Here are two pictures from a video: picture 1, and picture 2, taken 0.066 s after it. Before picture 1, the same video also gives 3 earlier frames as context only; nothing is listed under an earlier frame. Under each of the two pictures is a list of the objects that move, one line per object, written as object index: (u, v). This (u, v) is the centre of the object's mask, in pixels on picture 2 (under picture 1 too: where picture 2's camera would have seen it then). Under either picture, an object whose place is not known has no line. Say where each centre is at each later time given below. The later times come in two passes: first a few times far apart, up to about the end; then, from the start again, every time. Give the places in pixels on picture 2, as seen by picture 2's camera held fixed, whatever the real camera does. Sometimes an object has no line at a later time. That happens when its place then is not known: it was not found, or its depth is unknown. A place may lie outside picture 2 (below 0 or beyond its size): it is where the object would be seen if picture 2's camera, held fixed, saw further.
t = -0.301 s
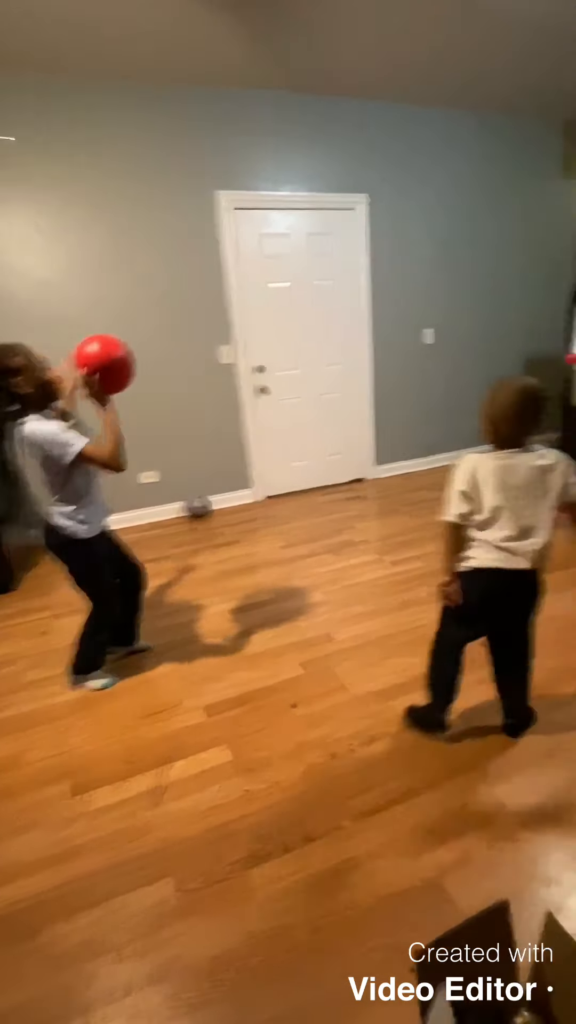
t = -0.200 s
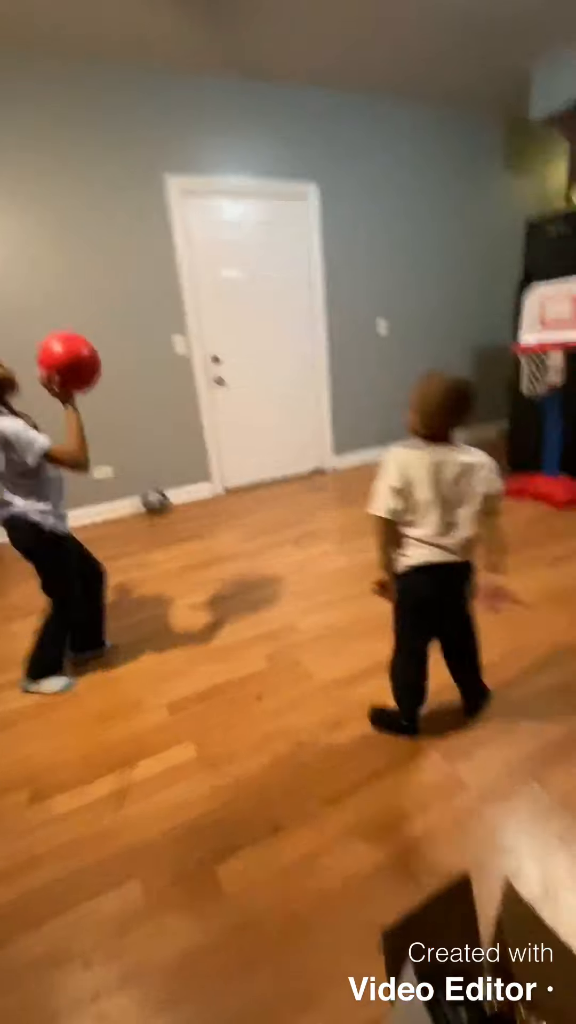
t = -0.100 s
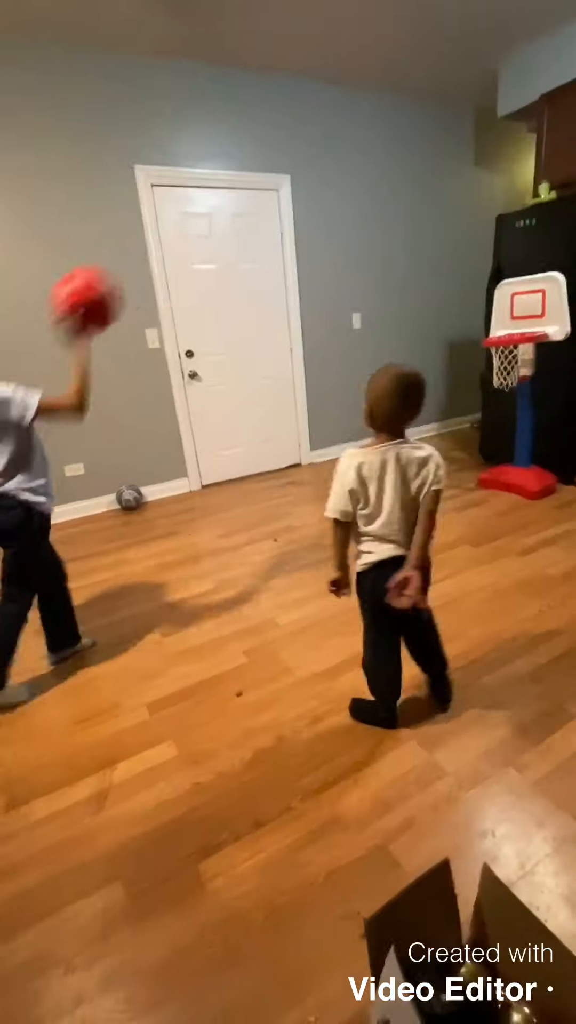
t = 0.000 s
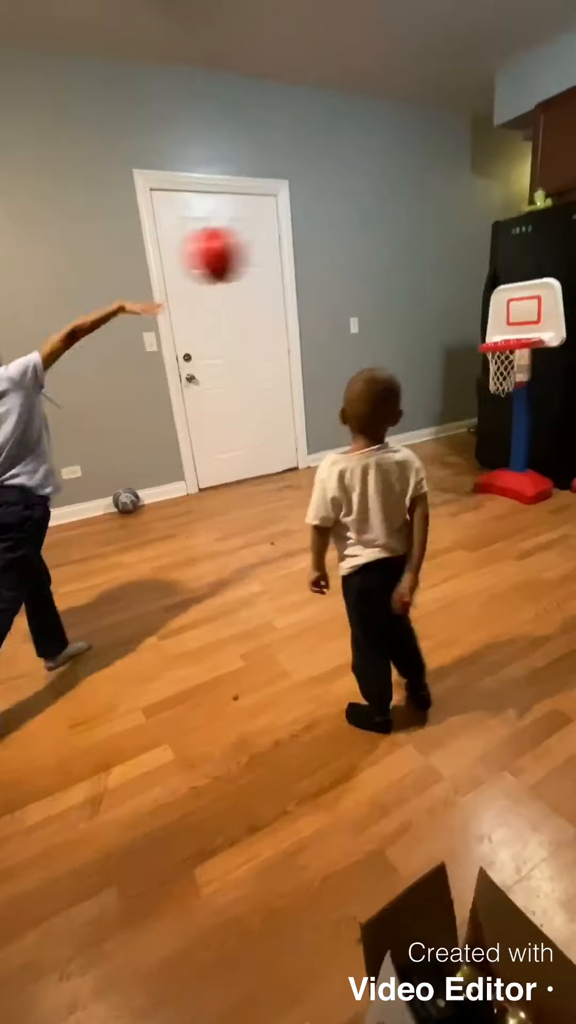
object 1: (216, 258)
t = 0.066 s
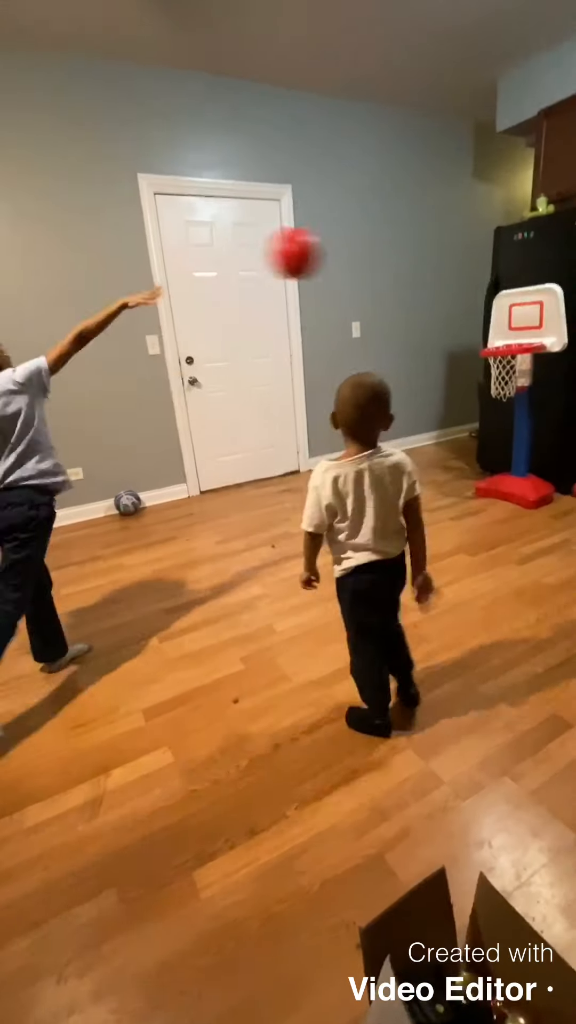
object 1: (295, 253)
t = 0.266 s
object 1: (447, 295)
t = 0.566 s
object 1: (512, 373)
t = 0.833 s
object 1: (495, 464)
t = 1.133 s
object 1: (480, 447)
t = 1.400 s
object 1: (461, 490)
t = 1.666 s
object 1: (449, 477)
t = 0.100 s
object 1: (327, 255)
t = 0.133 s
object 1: (357, 260)
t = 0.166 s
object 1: (382, 266)
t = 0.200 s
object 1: (406, 274)
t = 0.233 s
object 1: (427, 284)
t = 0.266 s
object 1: (447, 295)
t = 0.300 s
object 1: (465, 307)
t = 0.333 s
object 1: (481, 321)
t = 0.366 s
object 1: (495, 335)
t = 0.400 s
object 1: (506, 338)
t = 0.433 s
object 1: (514, 343)
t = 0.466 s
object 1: (517, 362)
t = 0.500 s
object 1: (521, 365)
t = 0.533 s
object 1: (513, 367)
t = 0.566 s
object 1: (512, 373)
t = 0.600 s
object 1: (510, 378)
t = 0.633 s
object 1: (508, 388)
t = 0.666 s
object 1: (507, 398)
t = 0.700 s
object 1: (504, 407)
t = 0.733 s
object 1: (502, 418)
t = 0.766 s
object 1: (500, 433)
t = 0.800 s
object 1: (497, 449)
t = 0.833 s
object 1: (495, 464)
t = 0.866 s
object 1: (492, 483)
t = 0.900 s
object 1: (489, 496)
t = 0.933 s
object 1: (489, 485)
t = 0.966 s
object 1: (487, 474)
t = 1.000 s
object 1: (486, 465)
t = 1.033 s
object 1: (485, 460)
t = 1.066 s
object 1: (482, 455)
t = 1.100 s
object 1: (481, 451)
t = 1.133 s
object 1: (480, 447)
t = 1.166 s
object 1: (478, 447)
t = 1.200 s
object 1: (475, 449)
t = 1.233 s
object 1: (473, 451)
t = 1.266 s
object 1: (471, 456)
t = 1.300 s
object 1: (469, 462)
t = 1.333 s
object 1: (466, 469)
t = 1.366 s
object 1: (464, 477)
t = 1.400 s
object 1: (461, 490)
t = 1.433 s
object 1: (459, 487)
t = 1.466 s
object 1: (458, 478)
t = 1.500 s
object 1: (457, 475)
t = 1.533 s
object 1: (456, 472)
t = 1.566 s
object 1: (454, 471)
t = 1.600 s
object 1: (453, 472)
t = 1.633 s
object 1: (452, 474)
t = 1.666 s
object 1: (449, 477)
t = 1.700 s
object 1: (447, 485)
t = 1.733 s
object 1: (446, 485)
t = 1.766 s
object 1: (445, 483)
